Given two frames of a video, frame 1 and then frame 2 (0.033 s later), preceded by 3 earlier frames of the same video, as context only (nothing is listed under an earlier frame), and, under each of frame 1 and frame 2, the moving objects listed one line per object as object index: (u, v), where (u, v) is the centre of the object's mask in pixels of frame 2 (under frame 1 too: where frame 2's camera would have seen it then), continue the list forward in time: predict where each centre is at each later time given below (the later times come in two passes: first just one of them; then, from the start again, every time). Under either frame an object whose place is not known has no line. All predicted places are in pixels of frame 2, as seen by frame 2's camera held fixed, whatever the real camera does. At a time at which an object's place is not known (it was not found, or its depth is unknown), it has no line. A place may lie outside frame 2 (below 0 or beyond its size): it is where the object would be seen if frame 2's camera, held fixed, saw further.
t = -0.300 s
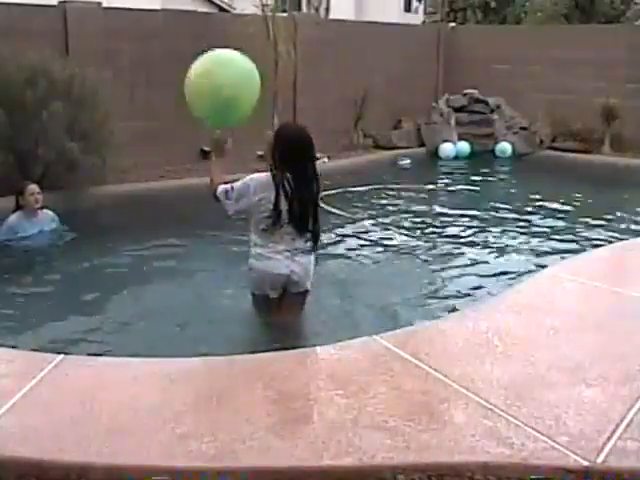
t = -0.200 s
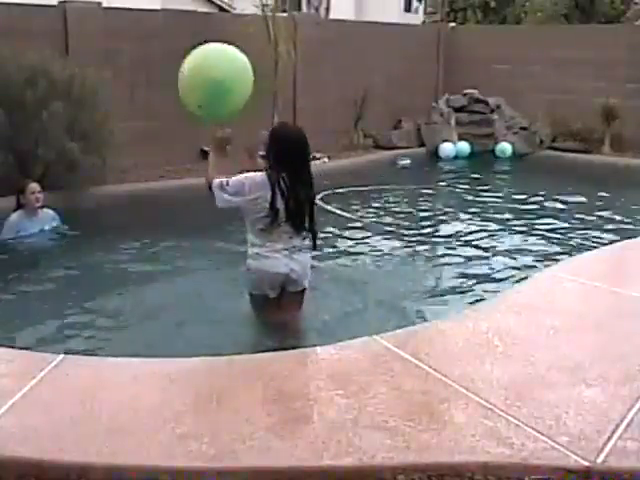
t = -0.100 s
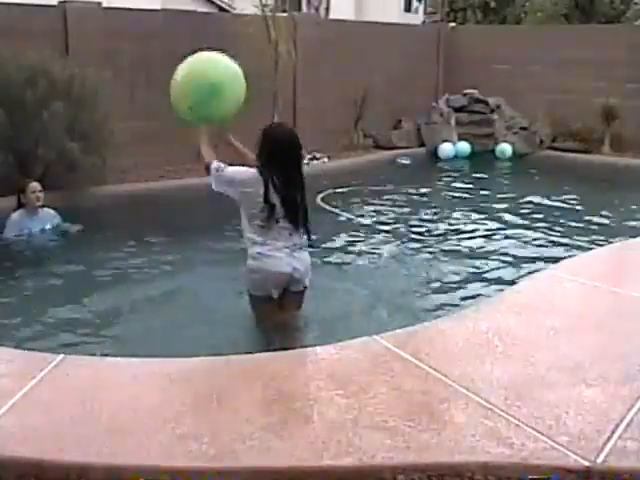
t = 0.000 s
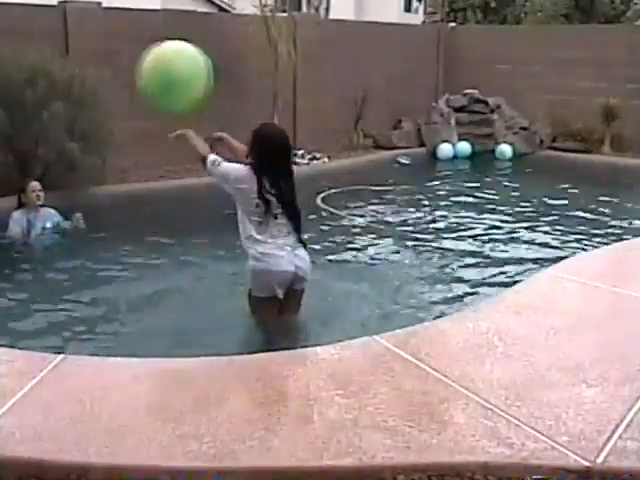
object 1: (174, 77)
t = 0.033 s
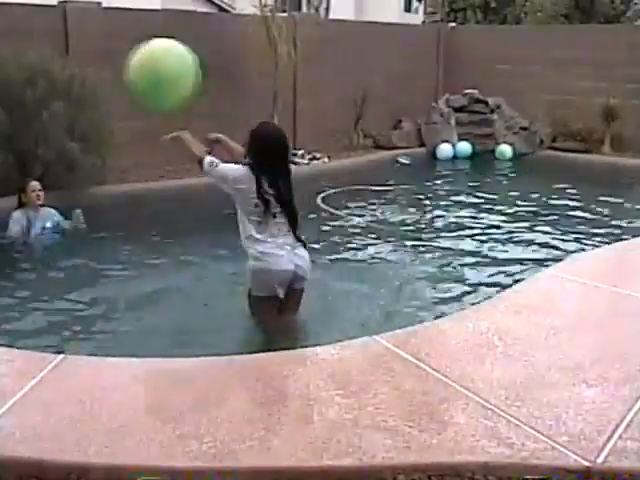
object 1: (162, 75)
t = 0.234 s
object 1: (99, 86)
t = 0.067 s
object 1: (150, 73)
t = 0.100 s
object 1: (139, 73)
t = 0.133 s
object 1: (128, 75)
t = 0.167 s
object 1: (118, 77)
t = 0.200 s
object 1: (108, 81)
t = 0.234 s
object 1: (99, 86)
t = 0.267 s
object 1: (89, 93)
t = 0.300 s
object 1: (79, 100)
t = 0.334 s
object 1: (71, 108)
